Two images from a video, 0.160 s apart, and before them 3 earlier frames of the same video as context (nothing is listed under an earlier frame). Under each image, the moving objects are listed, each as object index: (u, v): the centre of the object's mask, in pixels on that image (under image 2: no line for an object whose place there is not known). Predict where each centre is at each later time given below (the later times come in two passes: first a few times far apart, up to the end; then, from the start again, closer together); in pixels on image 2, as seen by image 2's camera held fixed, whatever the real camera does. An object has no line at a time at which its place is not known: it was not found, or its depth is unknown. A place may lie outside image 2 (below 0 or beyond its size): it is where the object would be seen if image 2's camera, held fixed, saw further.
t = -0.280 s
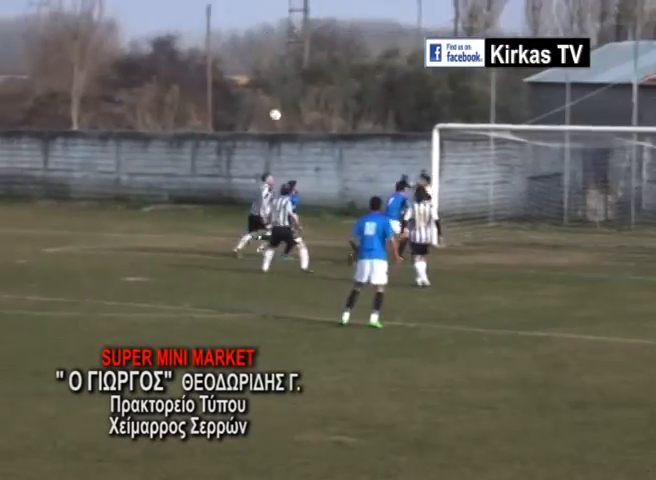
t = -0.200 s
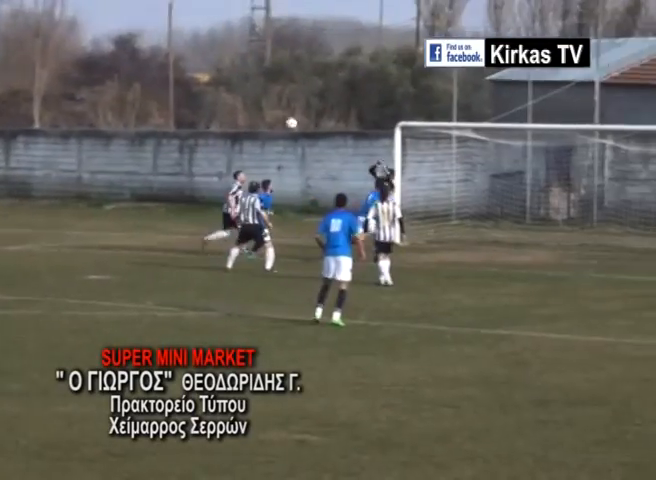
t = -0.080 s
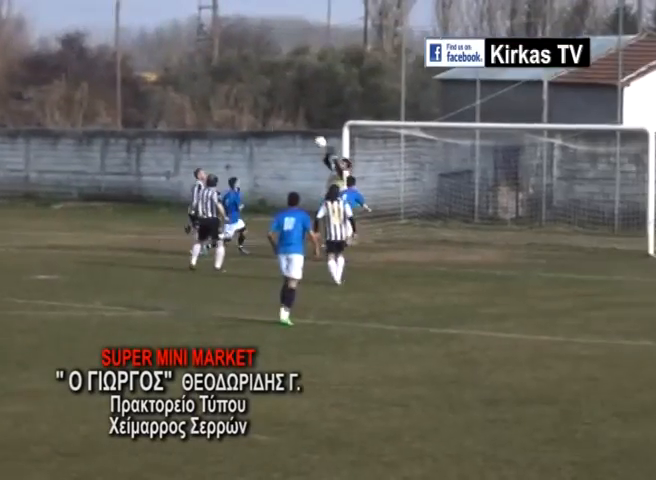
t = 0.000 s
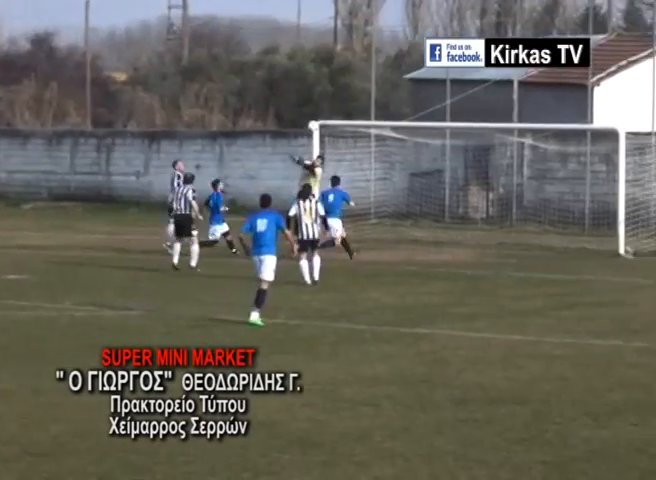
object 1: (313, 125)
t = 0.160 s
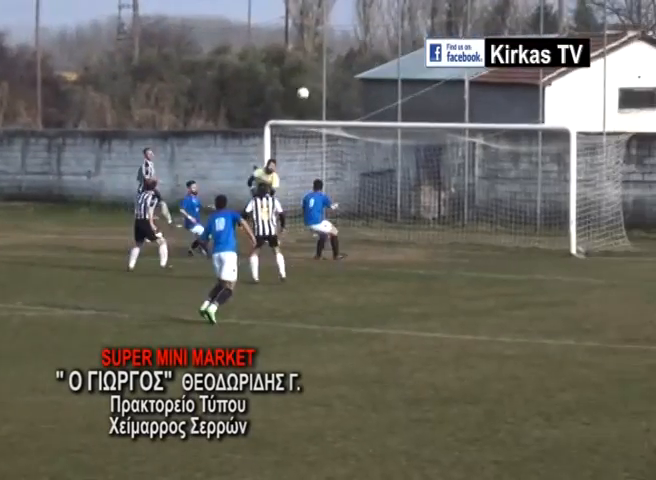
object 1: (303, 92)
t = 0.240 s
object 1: (324, 81)
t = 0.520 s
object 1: (404, 67)
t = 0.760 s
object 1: (480, 91)
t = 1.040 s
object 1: (579, 163)
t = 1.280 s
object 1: (668, 269)
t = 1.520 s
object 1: (737, 231)
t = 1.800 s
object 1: (812, 182)
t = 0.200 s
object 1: (313, 86)
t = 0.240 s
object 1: (324, 81)
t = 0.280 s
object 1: (335, 76)
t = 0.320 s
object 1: (346, 72)
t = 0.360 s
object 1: (357, 70)
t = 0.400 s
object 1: (368, 68)
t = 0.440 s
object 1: (380, 67)
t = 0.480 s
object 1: (391, 67)
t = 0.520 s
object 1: (404, 67)
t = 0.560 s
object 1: (416, 69)
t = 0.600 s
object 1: (428, 72)
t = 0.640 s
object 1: (441, 75)
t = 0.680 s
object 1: (454, 80)
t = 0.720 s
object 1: (467, 85)
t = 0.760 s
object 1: (480, 91)
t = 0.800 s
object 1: (494, 98)
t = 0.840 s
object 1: (507, 107)
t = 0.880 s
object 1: (521, 116)
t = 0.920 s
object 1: (535, 126)
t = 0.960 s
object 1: (549, 137)
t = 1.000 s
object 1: (563, 150)
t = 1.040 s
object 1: (579, 163)
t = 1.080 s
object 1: (592, 178)
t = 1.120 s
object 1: (608, 193)
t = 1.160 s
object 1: (622, 210)
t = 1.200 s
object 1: (637, 230)
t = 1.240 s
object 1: (652, 249)
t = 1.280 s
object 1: (668, 269)
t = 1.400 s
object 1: (705, 271)
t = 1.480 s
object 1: (727, 243)
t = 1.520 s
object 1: (737, 231)
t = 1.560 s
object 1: (747, 221)
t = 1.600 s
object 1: (758, 212)
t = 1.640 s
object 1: (768, 204)
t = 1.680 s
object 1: (779, 197)
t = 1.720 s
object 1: (790, 191)
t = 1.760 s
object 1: (801, 186)
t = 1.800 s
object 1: (812, 182)
